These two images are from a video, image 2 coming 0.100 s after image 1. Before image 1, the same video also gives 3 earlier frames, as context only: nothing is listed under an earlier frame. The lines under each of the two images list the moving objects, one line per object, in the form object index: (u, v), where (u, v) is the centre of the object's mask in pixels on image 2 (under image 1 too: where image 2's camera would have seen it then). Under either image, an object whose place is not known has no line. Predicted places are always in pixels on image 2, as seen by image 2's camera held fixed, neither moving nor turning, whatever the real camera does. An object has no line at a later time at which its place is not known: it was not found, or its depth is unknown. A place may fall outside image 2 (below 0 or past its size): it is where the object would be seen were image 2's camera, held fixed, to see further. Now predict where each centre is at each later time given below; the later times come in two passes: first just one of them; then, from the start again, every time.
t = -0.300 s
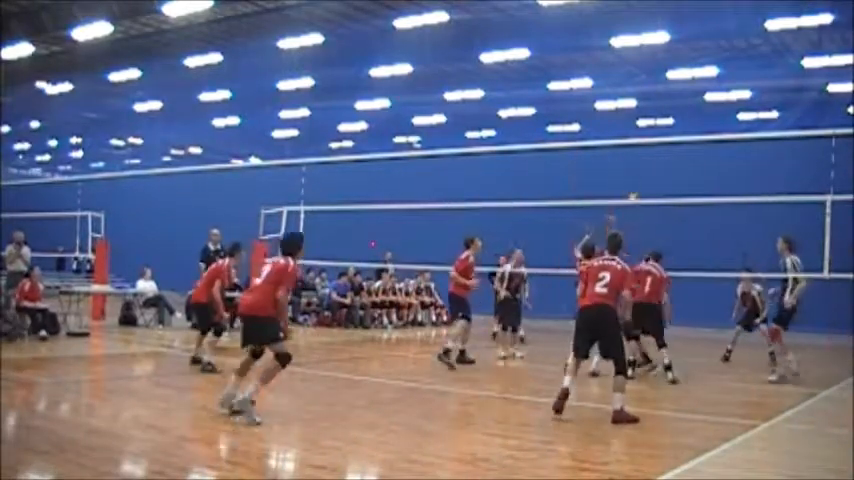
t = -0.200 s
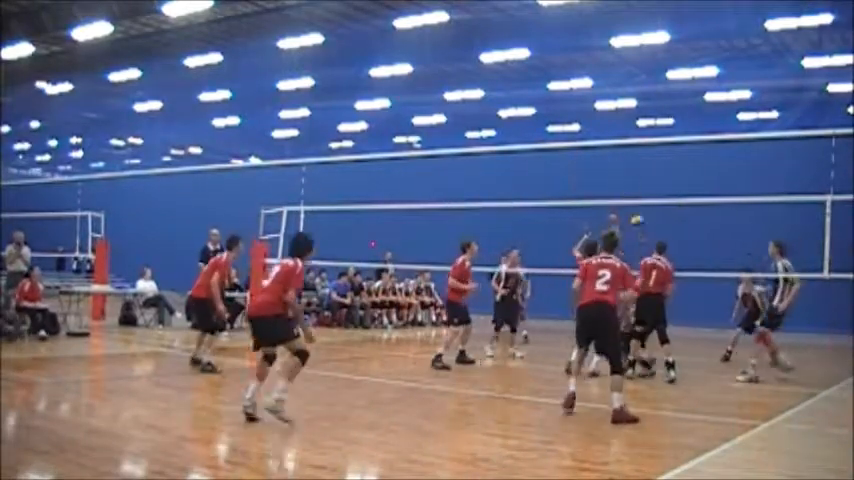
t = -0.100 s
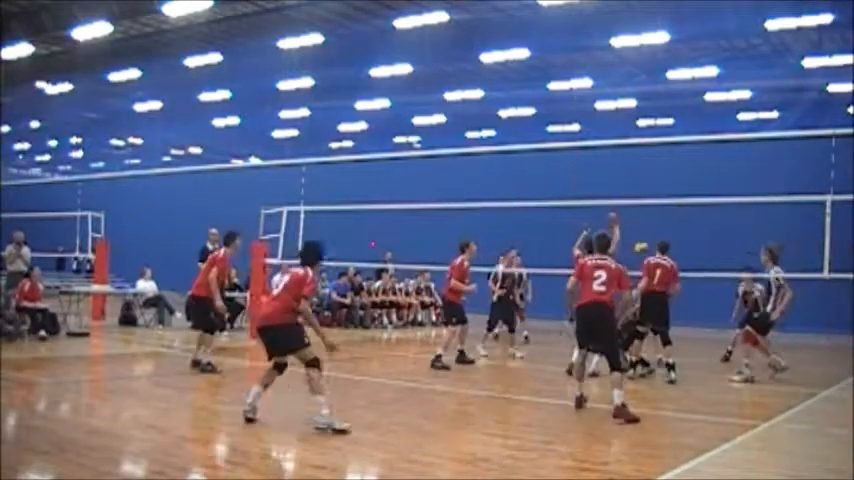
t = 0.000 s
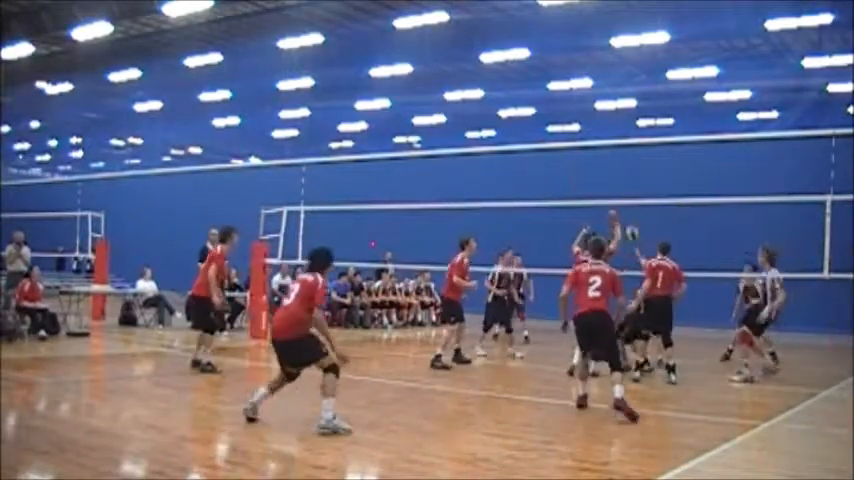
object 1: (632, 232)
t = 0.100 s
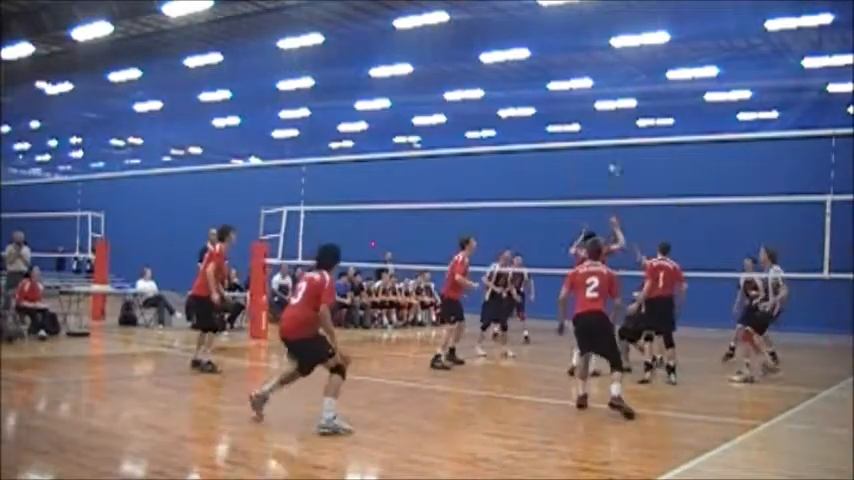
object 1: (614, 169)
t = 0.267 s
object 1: (575, 84)
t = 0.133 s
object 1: (603, 152)
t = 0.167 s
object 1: (597, 135)
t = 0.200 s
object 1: (590, 116)
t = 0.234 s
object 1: (582, 99)
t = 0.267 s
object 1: (575, 84)
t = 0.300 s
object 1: (567, 68)
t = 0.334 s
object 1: (559, 52)
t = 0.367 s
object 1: (551, 39)
